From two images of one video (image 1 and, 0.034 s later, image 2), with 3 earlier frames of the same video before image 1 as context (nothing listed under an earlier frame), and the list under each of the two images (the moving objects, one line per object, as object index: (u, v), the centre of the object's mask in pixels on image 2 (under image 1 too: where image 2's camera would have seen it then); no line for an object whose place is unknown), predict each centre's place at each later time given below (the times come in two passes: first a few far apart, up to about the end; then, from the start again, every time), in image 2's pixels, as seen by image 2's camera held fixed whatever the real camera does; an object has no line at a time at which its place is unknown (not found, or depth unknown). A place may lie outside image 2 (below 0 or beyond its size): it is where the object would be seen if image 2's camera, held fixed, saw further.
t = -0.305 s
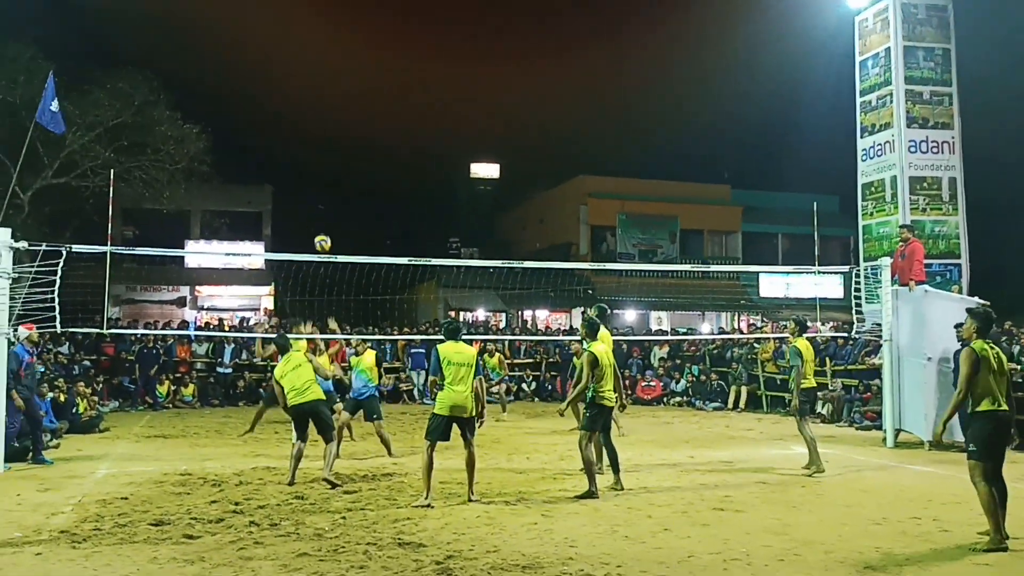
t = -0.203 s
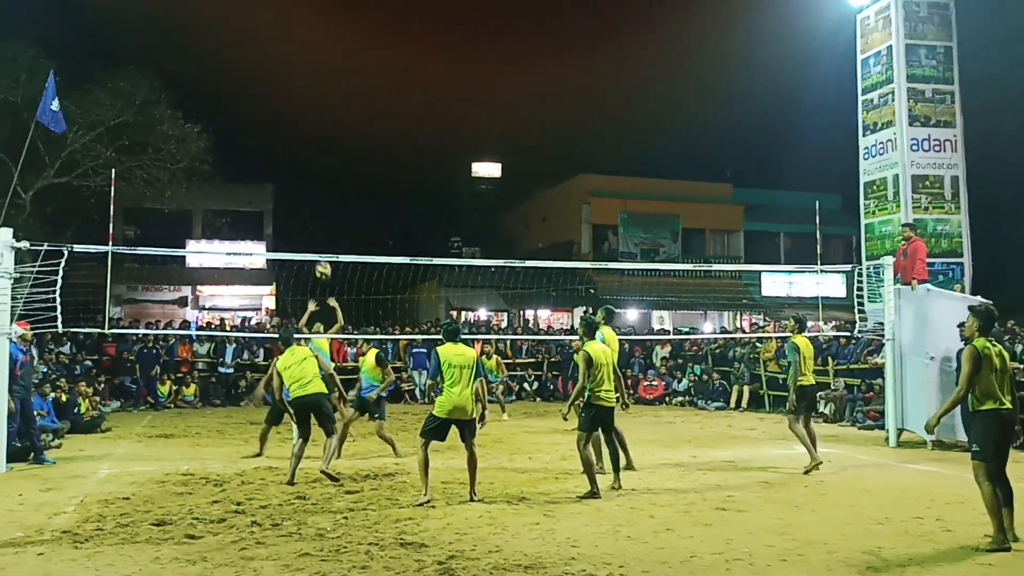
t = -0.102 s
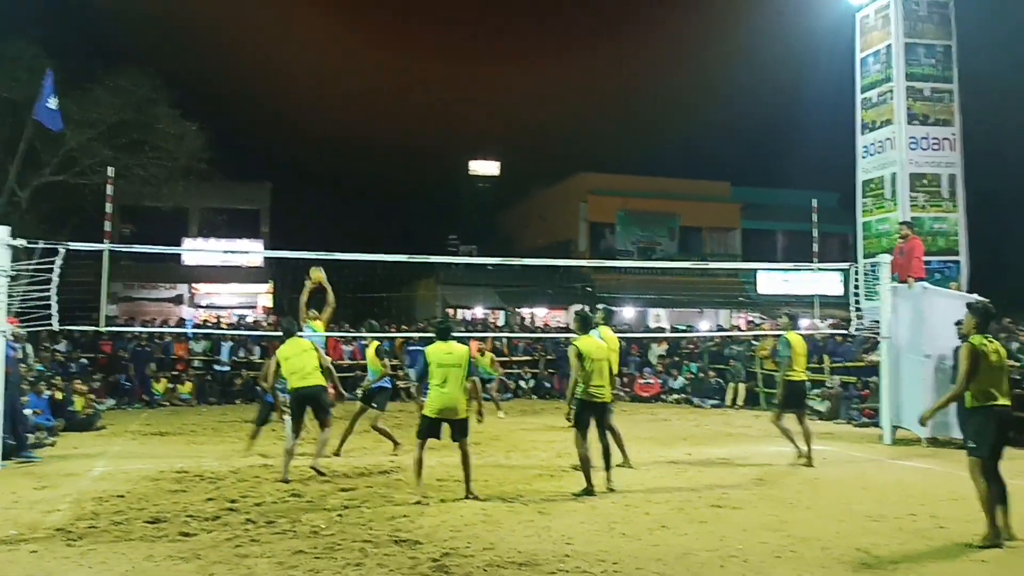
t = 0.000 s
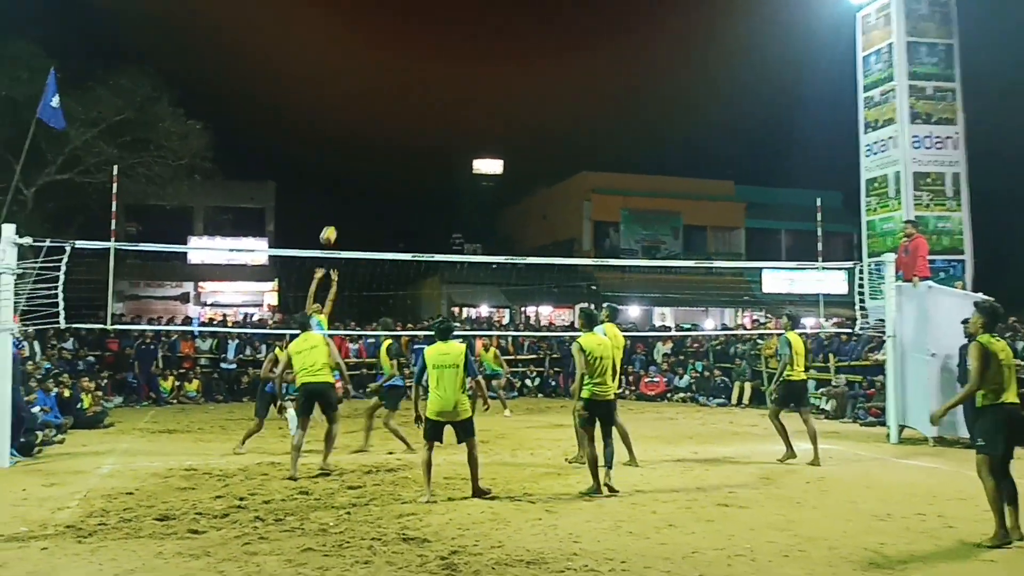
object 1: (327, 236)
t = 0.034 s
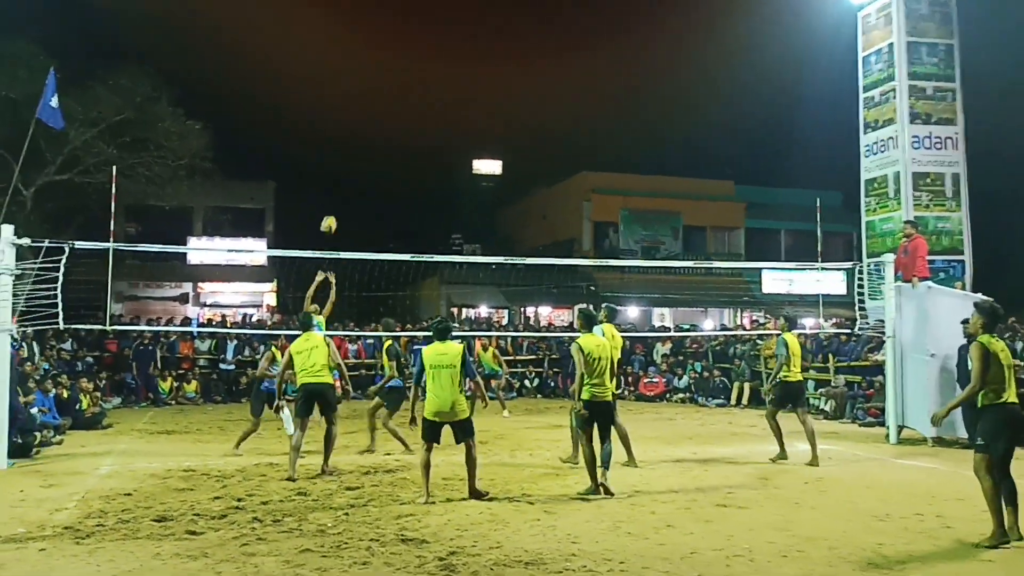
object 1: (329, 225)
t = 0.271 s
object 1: (340, 166)
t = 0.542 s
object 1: (351, 145)
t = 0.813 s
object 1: (361, 173)
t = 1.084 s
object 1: (370, 249)
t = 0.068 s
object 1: (331, 213)
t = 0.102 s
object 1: (332, 204)
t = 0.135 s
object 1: (333, 195)
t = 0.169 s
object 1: (335, 186)
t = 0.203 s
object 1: (337, 179)
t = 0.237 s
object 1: (338, 172)
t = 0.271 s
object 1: (340, 166)
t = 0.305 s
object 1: (341, 160)
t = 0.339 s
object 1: (343, 156)
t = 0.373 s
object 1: (344, 152)
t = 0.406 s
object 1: (345, 149)
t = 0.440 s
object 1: (347, 146)
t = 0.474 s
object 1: (348, 145)
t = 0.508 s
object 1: (349, 144)
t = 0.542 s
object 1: (351, 145)
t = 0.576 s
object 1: (352, 145)
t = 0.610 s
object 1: (353, 147)
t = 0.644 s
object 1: (355, 149)
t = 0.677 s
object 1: (356, 152)
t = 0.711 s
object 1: (357, 157)
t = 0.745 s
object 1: (359, 161)
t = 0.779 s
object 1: (360, 166)
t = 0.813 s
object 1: (361, 173)
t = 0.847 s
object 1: (362, 180)
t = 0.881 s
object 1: (363, 188)
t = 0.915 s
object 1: (365, 197)
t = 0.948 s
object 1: (366, 206)
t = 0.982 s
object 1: (367, 217)
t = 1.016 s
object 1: (368, 228)
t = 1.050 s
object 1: (369, 240)
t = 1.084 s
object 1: (370, 249)
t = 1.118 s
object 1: (371, 267)
